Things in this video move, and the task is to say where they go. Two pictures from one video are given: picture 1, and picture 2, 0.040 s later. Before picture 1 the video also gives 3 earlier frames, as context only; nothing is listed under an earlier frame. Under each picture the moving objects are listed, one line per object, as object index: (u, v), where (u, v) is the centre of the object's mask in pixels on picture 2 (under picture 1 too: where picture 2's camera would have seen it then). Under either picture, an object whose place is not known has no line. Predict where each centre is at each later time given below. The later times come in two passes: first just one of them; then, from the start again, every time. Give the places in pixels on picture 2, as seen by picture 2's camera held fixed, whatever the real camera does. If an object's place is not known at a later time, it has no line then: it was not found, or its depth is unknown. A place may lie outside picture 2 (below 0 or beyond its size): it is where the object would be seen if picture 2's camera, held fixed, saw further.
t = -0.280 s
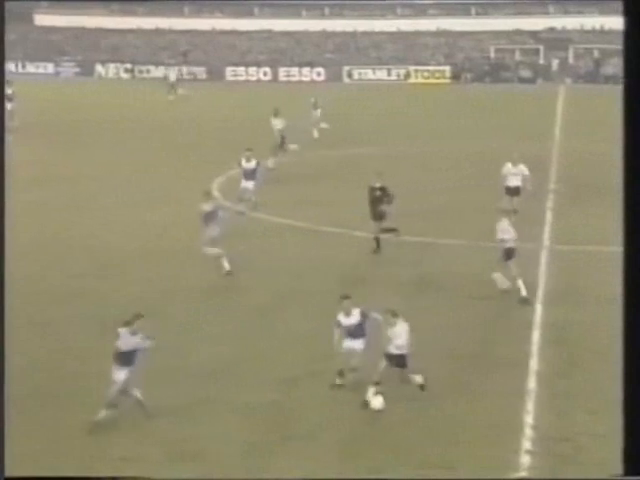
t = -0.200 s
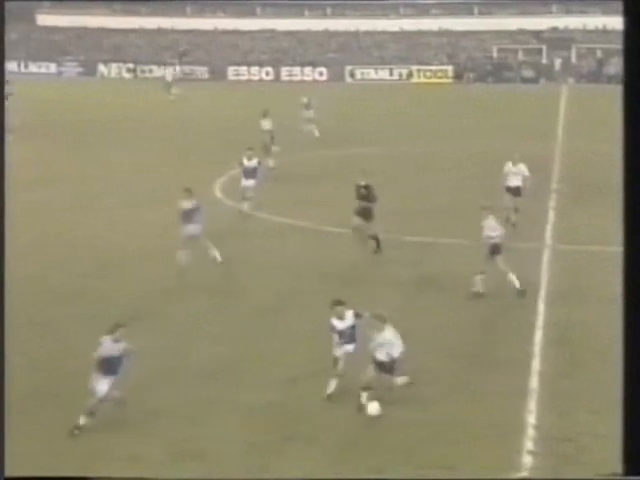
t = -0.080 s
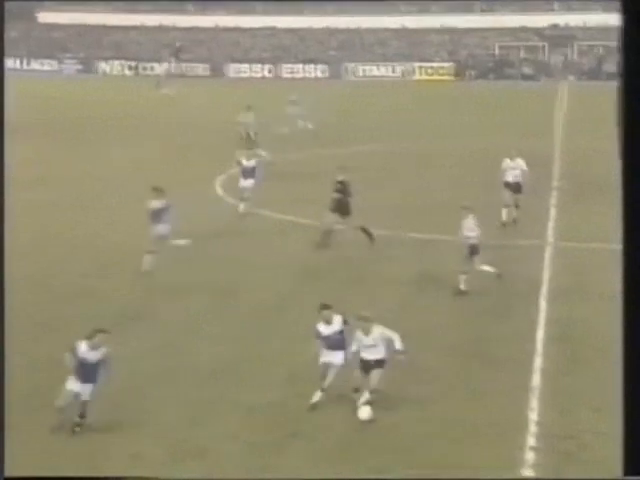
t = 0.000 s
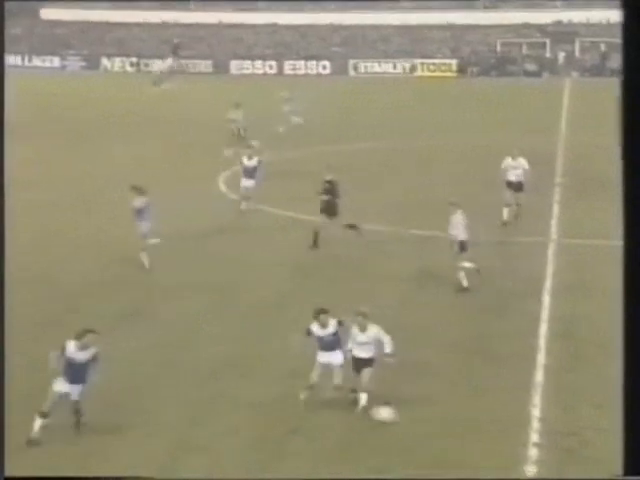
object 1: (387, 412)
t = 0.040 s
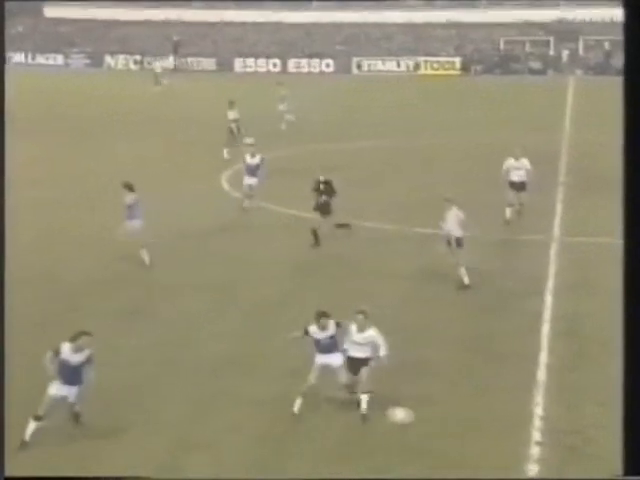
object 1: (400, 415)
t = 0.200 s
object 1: (462, 442)
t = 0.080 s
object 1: (414, 421)
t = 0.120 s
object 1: (430, 426)
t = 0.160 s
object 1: (446, 433)
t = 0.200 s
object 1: (462, 442)
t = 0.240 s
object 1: (479, 451)
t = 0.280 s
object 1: (494, 458)
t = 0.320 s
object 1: (506, 459)
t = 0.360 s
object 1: (520, 461)
